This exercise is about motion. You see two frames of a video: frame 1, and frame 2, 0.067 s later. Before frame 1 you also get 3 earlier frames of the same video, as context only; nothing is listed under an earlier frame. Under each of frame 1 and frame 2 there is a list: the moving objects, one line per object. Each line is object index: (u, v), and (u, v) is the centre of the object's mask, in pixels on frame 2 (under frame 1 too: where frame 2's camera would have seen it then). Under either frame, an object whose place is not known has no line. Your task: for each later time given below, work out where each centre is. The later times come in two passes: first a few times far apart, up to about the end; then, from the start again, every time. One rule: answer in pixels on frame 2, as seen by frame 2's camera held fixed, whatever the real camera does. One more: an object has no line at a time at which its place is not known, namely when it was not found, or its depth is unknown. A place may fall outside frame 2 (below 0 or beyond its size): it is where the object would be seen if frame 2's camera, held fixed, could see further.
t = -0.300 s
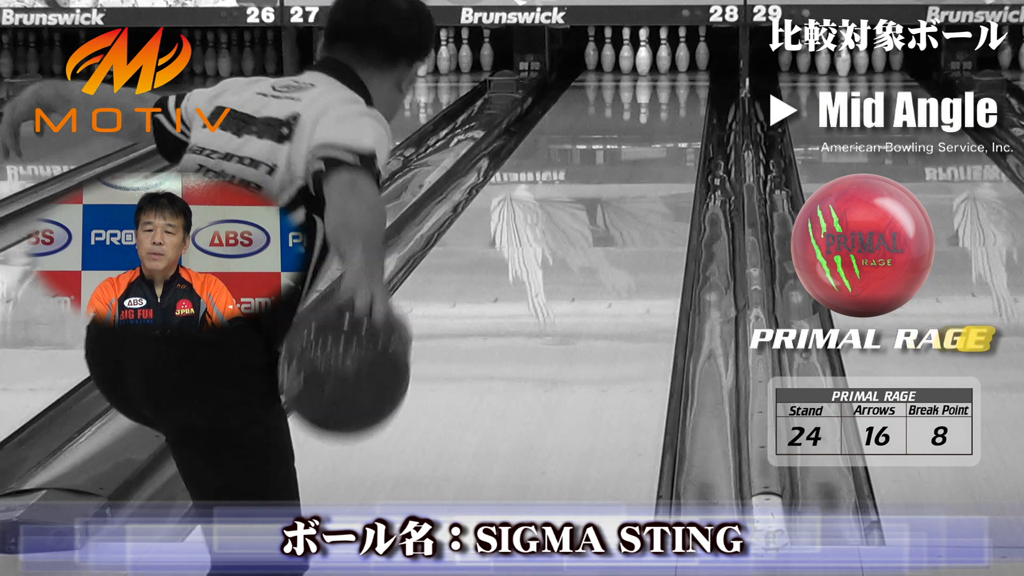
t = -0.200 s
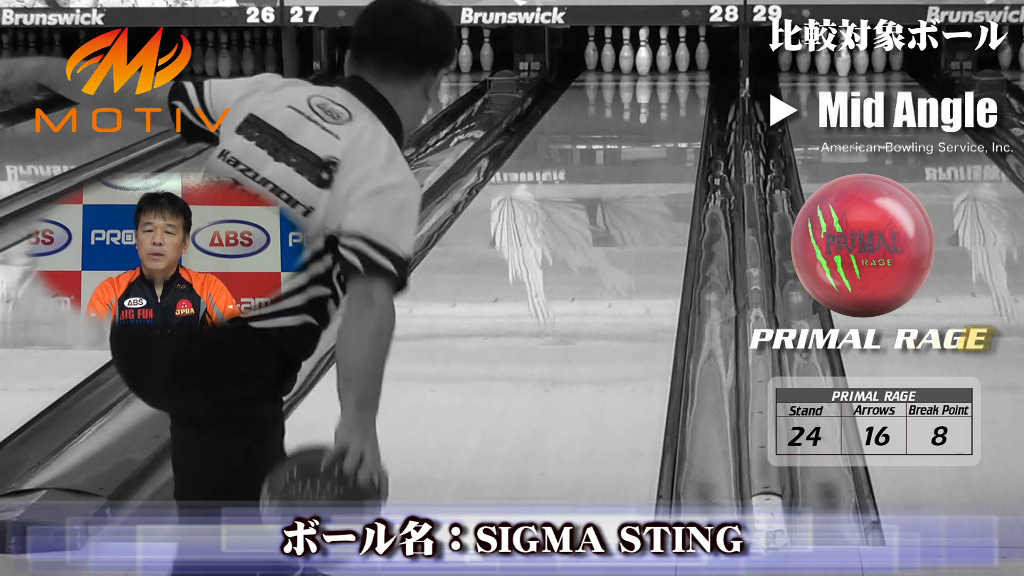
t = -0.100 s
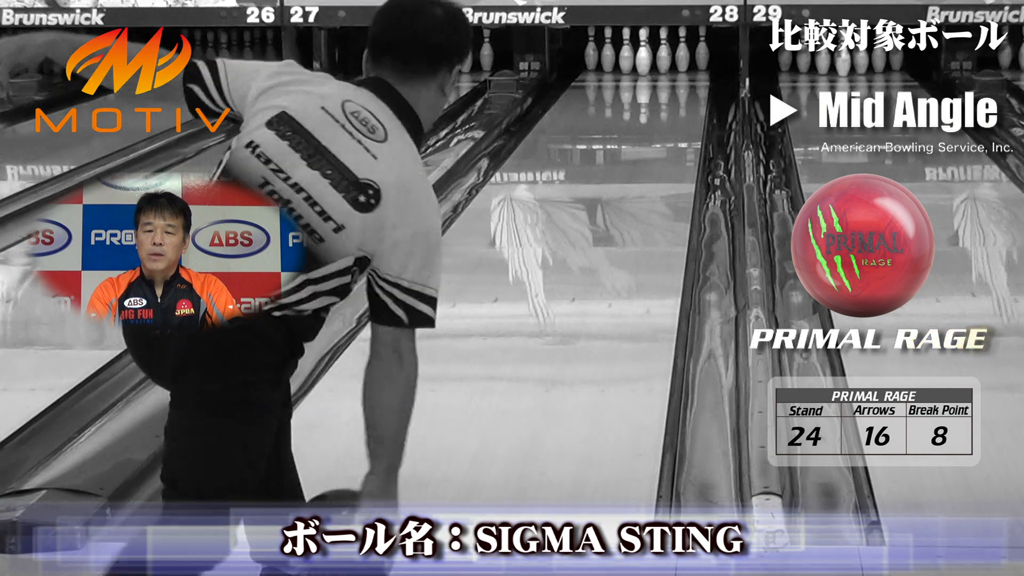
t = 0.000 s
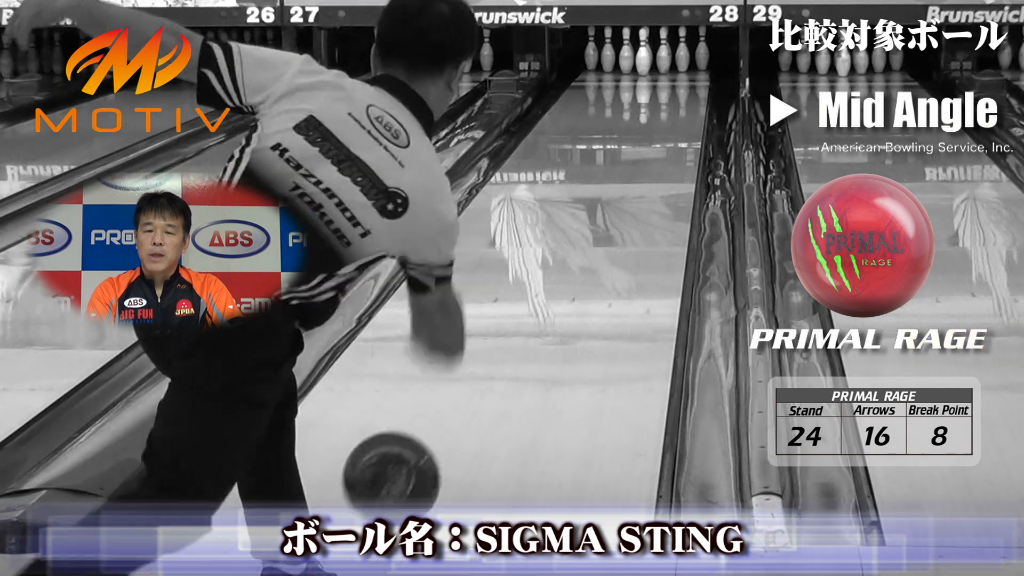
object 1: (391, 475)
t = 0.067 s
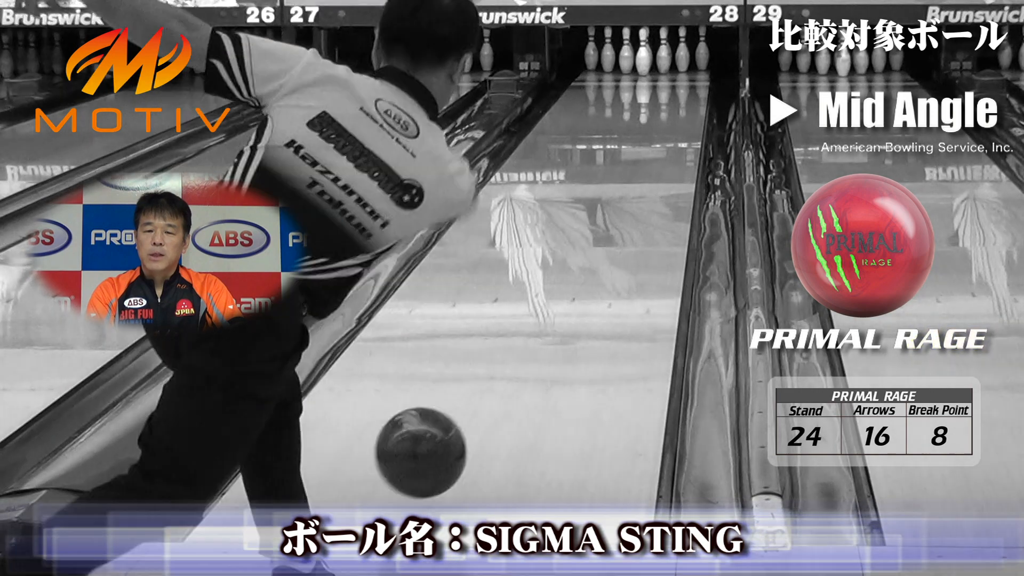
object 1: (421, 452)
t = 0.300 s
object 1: (499, 365)
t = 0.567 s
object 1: (557, 285)
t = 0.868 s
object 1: (601, 223)
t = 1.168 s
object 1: (631, 177)
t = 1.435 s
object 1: (651, 147)
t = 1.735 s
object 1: (666, 119)
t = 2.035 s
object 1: (672, 98)
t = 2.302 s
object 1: (670, 83)
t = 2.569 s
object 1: (662, 70)
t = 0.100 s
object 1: (434, 447)
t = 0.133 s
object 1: (447, 435)
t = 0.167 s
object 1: (458, 420)
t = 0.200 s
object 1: (469, 405)
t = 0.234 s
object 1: (480, 391)
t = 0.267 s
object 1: (489, 378)
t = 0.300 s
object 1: (499, 365)
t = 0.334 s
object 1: (507, 353)
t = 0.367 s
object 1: (515, 342)
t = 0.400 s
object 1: (523, 331)
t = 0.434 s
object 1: (531, 321)
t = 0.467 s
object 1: (538, 311)
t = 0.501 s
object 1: (544, 302)
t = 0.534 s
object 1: (551, 293)
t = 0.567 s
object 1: (557, 285)
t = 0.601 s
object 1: (563, 277)
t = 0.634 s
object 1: (568, 269)
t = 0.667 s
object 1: (573, 262)
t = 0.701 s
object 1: (578, 254)
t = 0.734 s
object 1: (583, 248)
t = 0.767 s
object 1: (588, 241)
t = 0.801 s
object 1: (592, 235)
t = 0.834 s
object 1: (597, 228)
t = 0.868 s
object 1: (601, 223)
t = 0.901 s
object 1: (605, 217)
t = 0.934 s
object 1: (608, 211)
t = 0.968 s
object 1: (612, 206)
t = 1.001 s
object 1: (616, 201)
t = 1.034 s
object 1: (619, 196)
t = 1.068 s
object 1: (622, 191)
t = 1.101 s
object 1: (625, 186)
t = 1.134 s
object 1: (628, 181)
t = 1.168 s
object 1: (631, 177)
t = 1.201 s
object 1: (634, 172)
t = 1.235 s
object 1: (637, 168)
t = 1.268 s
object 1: (639, 164)
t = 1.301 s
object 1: (642, 160)
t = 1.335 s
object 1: (644, 157)
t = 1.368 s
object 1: (647, 154)
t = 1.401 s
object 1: (649, 151)
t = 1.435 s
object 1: (651, 147)
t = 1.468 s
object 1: (653, 143)
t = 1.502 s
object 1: (655, 140)
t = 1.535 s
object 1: (657, 137)
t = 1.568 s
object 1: (658, 134)
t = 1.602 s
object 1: (660, 131)
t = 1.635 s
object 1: (662, 127)
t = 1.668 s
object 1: (663, 124)
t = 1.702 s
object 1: (665, 122)
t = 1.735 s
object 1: (666, 119)
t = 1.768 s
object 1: (667, 117)
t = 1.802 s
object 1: (668, 113)
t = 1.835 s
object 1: (670, 111)
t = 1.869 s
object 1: (671, 109)
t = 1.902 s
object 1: (671, 106)
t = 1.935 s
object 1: (672, 104)
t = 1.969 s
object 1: (672, 102)
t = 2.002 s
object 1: (673, 100)
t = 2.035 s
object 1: (672, 98)
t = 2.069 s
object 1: (673, 95)
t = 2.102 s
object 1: (673, 94)
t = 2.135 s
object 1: (672, 91)
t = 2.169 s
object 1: (672, 89)
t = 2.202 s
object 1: (672, 87)
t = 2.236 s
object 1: (672, 86)
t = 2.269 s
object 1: (671, 84)
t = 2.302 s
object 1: (670, 83)
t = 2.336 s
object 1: (670, 81)
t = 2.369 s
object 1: (669, 80)
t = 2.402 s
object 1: (668, 78)
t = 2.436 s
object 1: (667, 76)
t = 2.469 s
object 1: (666, 75)
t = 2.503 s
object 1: (664, 73)
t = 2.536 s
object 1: (663, 71)
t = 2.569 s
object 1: (662, 70)
